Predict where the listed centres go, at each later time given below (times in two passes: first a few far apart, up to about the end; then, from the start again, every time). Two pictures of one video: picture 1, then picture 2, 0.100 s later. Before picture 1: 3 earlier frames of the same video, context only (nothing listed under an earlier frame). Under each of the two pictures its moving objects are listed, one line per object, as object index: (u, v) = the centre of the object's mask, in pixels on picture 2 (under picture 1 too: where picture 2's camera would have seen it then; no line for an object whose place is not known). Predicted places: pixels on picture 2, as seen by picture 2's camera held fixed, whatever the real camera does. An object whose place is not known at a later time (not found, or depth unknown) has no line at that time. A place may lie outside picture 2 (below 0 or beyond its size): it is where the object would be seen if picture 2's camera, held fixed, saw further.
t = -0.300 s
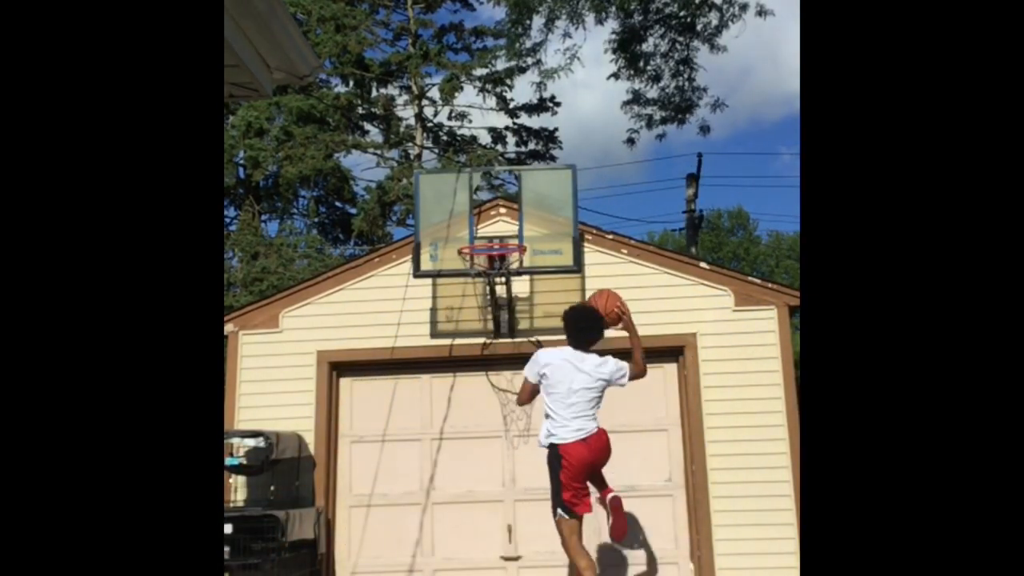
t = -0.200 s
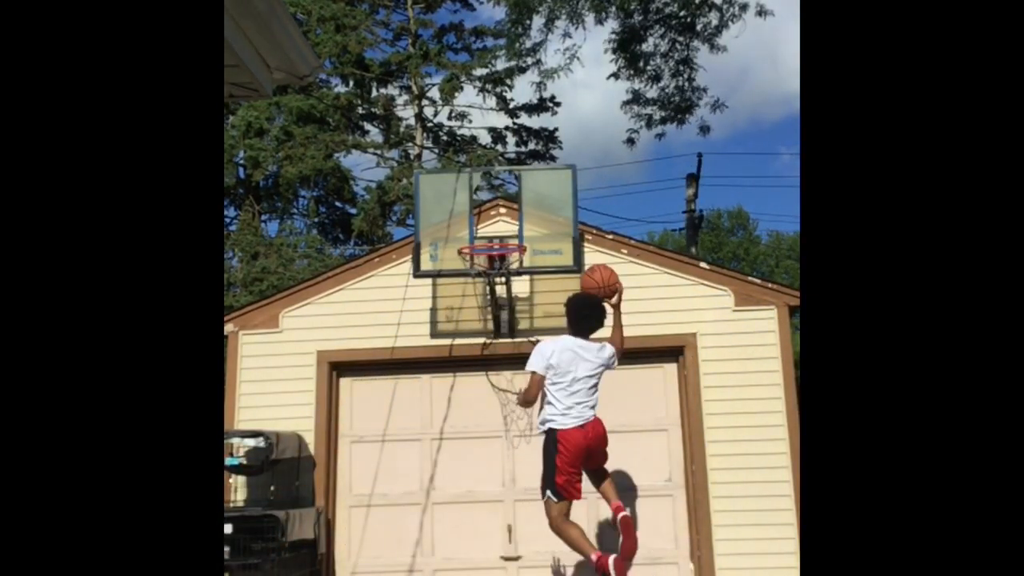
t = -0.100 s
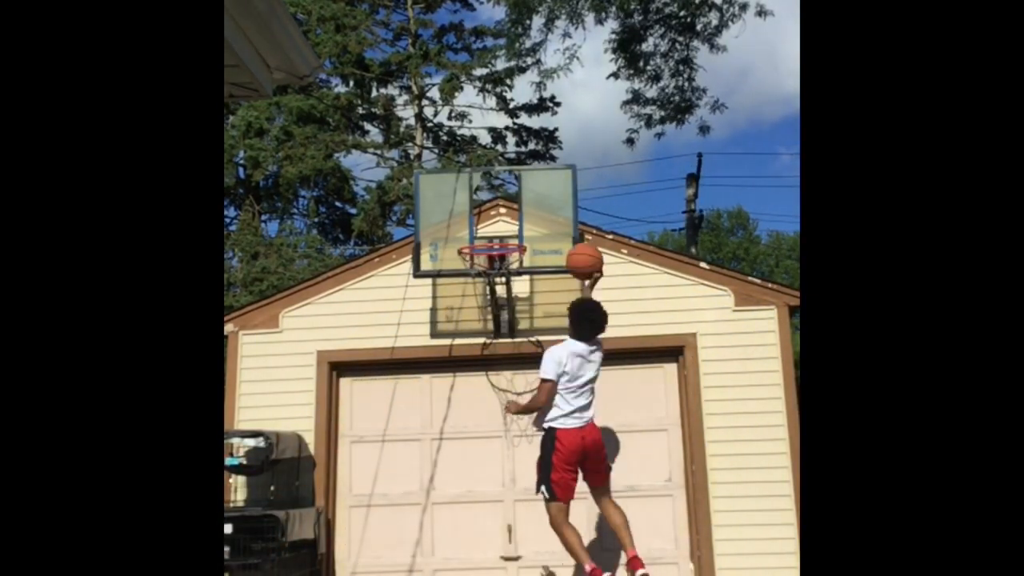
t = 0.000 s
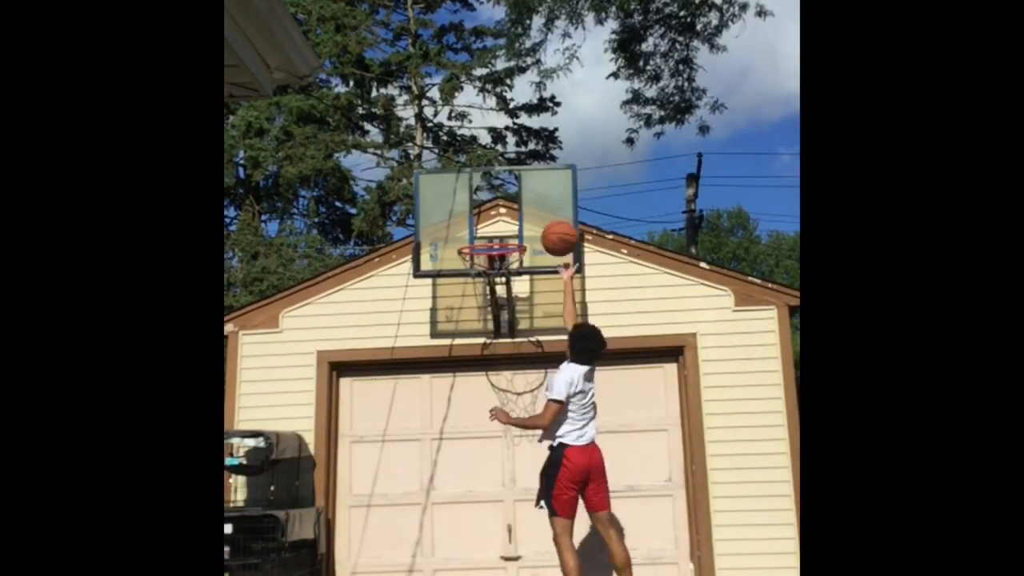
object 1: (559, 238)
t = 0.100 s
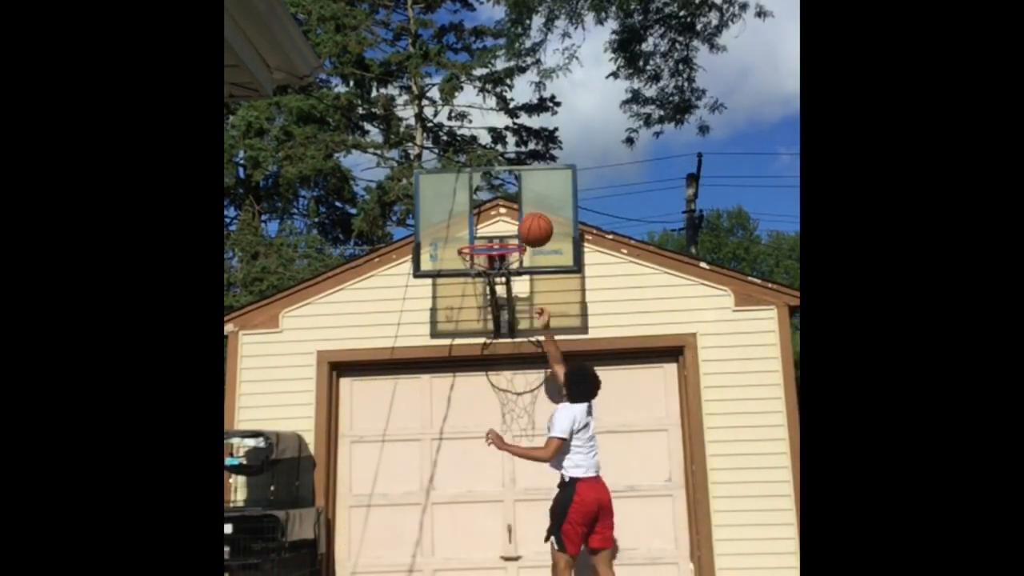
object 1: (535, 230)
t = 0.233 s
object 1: (523, 221)
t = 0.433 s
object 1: (527, 229)
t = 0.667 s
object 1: (542, 266)
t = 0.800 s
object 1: (553, 321)
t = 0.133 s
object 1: (527, 230)
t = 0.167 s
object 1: (523, 230)
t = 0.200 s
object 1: (523, 225)
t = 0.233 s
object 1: (523, 221)
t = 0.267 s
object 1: (524, 220)
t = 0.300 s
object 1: (524, 219)
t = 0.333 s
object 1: (524, 220)
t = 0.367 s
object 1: (525, 224)
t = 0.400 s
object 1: (526, 228)
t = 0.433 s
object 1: (527, 229)
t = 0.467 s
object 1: (529, 231)
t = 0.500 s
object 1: (531, 233)
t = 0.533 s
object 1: (533, 237)
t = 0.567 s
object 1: (535, 241)
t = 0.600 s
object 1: (538, 248)
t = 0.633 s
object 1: (539, 256)
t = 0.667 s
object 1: (542, 266)
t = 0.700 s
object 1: (545, 277)
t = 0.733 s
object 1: (547, 290)
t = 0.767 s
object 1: (550, 305)
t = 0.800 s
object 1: (553, 321)
